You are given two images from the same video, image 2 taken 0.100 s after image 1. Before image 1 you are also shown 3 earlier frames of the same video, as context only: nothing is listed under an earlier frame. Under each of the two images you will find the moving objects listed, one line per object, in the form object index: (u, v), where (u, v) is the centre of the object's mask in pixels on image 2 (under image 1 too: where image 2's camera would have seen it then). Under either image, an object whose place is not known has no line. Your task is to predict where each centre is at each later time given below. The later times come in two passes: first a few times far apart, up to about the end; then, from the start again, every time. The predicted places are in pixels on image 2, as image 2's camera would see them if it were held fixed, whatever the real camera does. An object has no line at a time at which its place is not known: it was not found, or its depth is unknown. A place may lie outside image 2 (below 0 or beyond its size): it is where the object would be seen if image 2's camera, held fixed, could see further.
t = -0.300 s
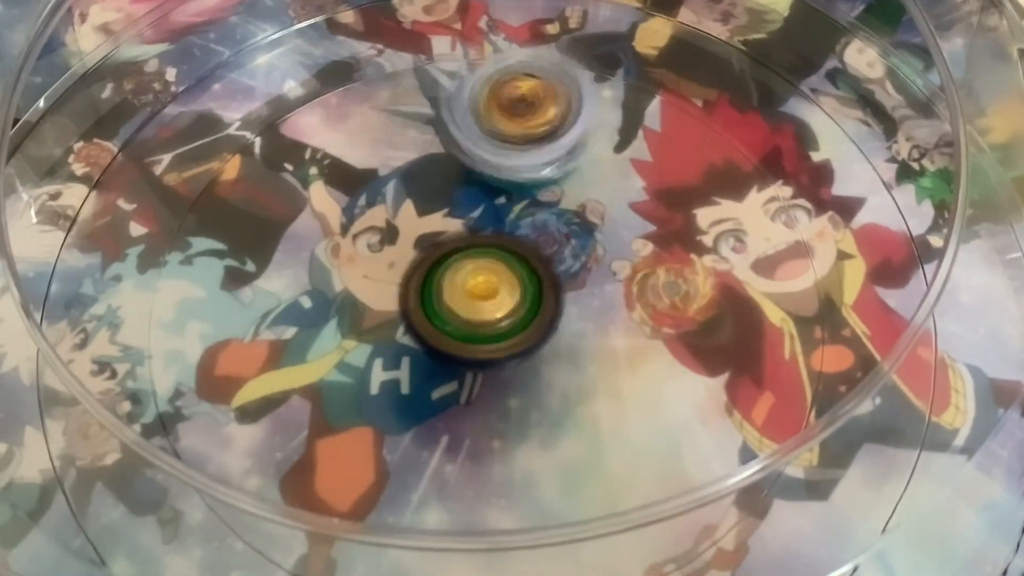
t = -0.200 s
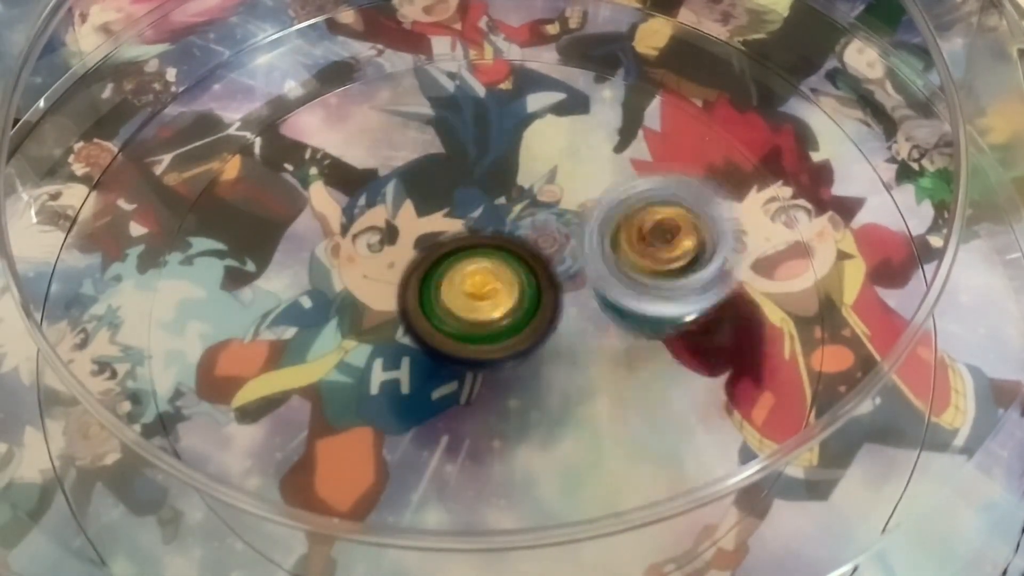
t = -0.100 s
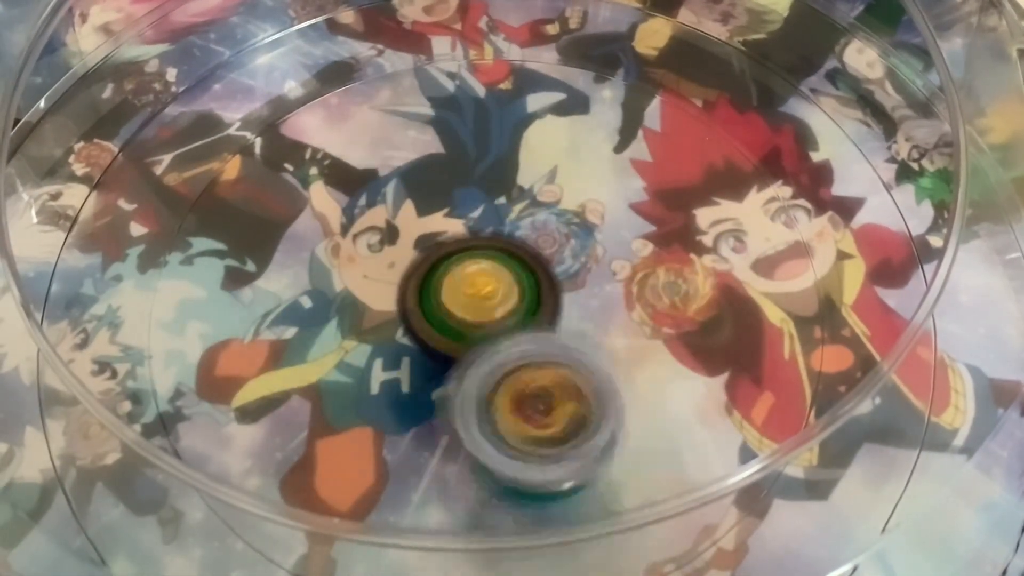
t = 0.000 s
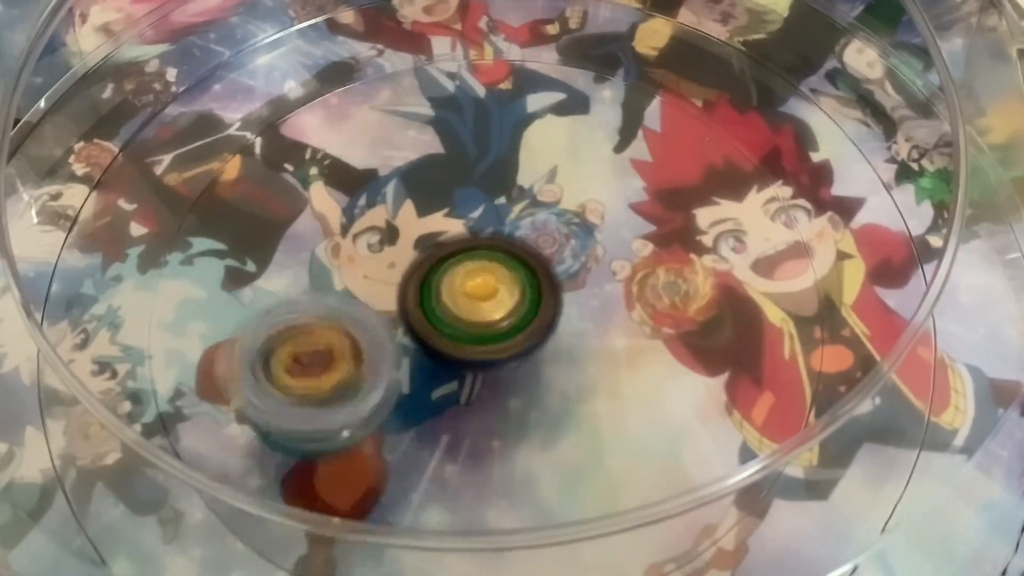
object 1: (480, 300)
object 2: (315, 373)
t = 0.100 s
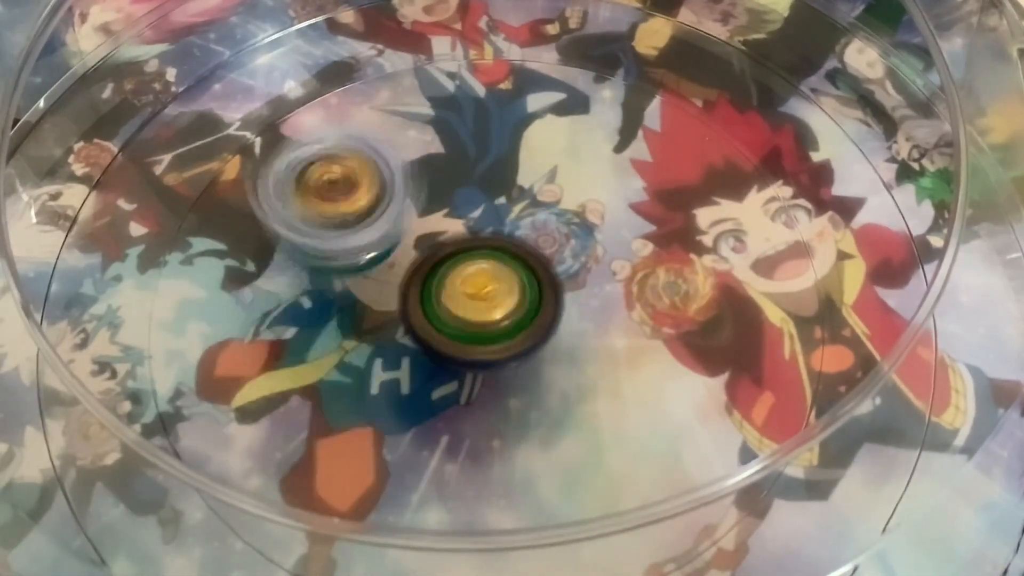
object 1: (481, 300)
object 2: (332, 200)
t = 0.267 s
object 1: (480, 301)
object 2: (654, 218)
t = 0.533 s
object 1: (479, 300)
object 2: (303, 267)
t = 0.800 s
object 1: (476, 299)
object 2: (638, 317)
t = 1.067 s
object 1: (501, 291)
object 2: (338, 199)
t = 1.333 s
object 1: (492, 303)
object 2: (575, 169)
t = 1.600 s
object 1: (442, 314)
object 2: (635, 371)
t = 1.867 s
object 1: (452, 276)
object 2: (387, 400)
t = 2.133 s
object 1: (505, 243)
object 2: (331, 236)
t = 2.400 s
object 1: (811, 244)
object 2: (216, 159)
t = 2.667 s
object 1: (912, 274)
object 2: (298, 242)
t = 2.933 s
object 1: (893, 265)
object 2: (566, 313)
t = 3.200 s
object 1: (857, 265)
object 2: (565, 262)
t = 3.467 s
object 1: (730, 332)
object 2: (383, 257)
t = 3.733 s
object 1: (335, 377)
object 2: (249, 261)
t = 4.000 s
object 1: (405, 287)
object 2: (188, 258)
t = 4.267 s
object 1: (547, 259)
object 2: (385, 327)
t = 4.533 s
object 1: (592, 254)
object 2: (502, 376)
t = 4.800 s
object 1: (504, 222)
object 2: (478, 358)
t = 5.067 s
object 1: (415, 226)
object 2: (474, 333)
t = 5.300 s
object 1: (382, 268)
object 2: (511, 292)
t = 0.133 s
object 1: (480, 301)
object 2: (400, 161)
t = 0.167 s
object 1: (480, 301)
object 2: (465, 147)
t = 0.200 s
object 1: (479, 302)
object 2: (517, 140)
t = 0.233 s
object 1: (481, 301)
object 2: (600, 173)
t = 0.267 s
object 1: (480, 301)
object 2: (654, 218)
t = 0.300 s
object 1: (482, 300)
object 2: (675, 273)
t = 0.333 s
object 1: (480, 300)
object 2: (661, 334)
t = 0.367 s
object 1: (479, 299)
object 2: (593, 392)
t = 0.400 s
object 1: (478, 293)
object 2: (520, 413)
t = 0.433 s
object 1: (483, 292)
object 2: (443, 412)
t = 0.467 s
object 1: (485, 296)
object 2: (374, 381)
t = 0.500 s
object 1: (482, 300)
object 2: (325, 330)
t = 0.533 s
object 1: (479, 300)
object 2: (303, 267)
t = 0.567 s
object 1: (478, 300)
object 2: (316, 211)
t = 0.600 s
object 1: (479, 300)
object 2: (362, 163)
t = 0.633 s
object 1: (479, 300)
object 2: (424, 134)
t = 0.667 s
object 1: (480, 300)
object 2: (485, 133)
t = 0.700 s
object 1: (478, 299)
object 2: (555, 160)
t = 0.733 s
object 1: (479, 300)
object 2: (607, 201)
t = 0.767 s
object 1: (480, 298)
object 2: (635, 258)
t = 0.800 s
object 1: (476, 299)
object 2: (638, 317)
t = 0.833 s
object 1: (476, 297)
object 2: (603, 371)
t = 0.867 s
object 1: (477, 295)
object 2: (542, 414)
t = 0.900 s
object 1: (480, 297)
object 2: (463, 430)
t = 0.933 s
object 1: (482, 297)
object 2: (393, 409)
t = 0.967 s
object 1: (482, 298)
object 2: (341, 364)
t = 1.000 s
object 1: (482, 300)
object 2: (322, 305)
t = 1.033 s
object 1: (492, 294)
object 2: (315, 247)
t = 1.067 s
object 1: (501, 291)
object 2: (338, 199)
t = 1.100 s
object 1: (503, 290)
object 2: (364, 175)
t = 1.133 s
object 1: (505, 290)
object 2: (393, 160)
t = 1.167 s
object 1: (504, 291)
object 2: (420, 143)
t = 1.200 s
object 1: (503, 291)
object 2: (451, 138)
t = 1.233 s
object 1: (501, 291)
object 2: (481, 138)
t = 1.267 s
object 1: (498, 294)
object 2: (509, 140)
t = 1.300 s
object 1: (495, 298)
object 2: (540, 153)
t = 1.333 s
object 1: (492, 303)
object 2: (575, 169)
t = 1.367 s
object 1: (491, 306)
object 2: (602, 187)
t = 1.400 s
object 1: (489, 309)
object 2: (618, 209)
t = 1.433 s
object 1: (488, 311)
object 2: (633, 235)
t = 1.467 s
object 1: (486, 312)
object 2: (639, 266)
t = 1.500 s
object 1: (483, 313)
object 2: (639, 292)
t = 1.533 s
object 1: (470, 312)
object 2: (648, 322)
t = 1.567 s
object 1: (453, 313)
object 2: (646, 343)
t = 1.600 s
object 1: (442, 314)
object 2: (635, 371)
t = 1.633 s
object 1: (436, 313)
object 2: (616, 391)
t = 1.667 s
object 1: (433, 312)
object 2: (587, 417)
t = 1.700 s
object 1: (432, 311)
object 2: (547, 428)
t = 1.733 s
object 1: (432, 308)
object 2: (510, 433)
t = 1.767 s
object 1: (434, 301)
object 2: (472, 426)
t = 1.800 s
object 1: (440, 295)
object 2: (439, 415)
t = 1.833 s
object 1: (447, 286)
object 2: (413, 403)
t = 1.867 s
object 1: (452, 276)
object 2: (387, 400)
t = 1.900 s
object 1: (456, 266)
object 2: (371, 391)
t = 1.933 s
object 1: (462, 259)
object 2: (358, 378)
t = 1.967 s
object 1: (464, 244)
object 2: (342, 355)
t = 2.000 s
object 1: (469, 241)
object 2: (332, 330)
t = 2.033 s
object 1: (476, 241)
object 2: (328, 299)
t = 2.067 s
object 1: (481, 244)
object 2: (331, 273)
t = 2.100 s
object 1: (490, 244)
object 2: (331, 252)
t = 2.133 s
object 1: (505, 243)
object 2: (331, 236)
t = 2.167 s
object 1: (517, 244)
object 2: (340, 224)
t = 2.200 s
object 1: (524, 247)
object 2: (358, 207)
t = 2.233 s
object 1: (528, 250)
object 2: (382, 190)
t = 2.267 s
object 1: (561, 248)
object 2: (375, 182)
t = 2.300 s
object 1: (637, 249)
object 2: (312, 171)
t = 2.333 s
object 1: (702, 243)
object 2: (271, 162)
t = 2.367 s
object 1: (764, 247)
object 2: (240, 161)
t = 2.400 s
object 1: (811, 244)
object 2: (216, 159)
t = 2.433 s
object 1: (841, 248)
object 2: (208, 161)
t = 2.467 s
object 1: (864, 256)
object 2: (202, 167)
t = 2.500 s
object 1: (874, 260)
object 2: (206, 173)
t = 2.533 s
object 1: (899, 269)
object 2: (216, 184)
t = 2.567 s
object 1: (910, 273)
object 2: (229, 192)
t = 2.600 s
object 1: (915, 274)
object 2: (250, 208)
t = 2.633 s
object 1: (914, 274)
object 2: (272, 224)
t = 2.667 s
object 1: (912, 274)
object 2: (298, 242)
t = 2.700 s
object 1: (910, 273)
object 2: (328, 263)
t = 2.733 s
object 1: (908, 273)
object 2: (368, 285)
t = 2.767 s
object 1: (907, 272)
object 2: (406, 302)
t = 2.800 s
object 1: (905, 270)
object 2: (442, 313)
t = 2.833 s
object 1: (902, 269)
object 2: (479, 320)
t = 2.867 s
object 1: (899, 268)
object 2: (515, 322)
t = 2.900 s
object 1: (896, 266)
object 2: (543, 319)
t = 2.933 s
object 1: (893, 265)
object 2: (566, 313)
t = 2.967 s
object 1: (876, 260)
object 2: (578, 306)
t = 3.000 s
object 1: (874, 260)
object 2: (603, 300)
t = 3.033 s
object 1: (871, 261)
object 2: (602, 292)
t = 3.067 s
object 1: (869, 261)
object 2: (595, 283)
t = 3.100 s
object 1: (866, 262)
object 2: (590, 276)
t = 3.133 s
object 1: (864, 263)
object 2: (585, 272)
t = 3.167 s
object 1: (860, 264)
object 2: (575, 265)
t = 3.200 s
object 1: (857, 265)
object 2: (565, 262)
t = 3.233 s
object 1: (853, 267)
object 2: (550, 256)
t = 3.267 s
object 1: (850, 269)
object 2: (534, 255)
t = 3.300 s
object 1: (846, 272)
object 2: (512, 251)
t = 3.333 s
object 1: (841, 275)
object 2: (487, 250)
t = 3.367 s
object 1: (831, 282)
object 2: (462, 252)
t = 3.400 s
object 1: (808, 295)
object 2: (431, 253)
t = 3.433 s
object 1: (773, 312)
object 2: (407, 256)
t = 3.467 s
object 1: (730, 332)
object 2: (383, 257)
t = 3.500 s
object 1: (680, 355)
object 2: (360, 260)
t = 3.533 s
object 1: (619, 381)
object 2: (346, 265)
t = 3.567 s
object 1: (555, 400)
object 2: (331, 268)
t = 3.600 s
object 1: (487, 405)
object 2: (326, 274)
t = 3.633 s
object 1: (410, 396)
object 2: (321, 275)
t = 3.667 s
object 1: (366, 388)
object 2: (313, 256)
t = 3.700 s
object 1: (346, 386)
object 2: (282, 256)
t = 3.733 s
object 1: (335, 377)
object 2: (249, 261)
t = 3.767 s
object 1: (330, 367)
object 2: (209, 255)
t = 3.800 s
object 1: (326, 354)
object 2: (190, 259)
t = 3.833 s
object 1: (327, 339)
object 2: (184, 230)
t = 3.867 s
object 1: (335, 325)
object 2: (169, 243)
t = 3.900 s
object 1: (349, 315)
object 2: (160, 247)
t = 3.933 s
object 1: (366, 305)
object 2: (163, 252)
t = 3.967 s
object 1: (384, 294)
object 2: (171, 253)
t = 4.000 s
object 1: (405, 287)
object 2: (188, 258)
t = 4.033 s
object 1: (424, 283)
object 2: (210, 255)
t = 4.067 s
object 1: (445, 280)
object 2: (233, 256)
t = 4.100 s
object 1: (464, 275)
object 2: (249, 258)
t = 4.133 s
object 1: (479, 275)
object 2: (278, 270)
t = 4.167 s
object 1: (492, 275)
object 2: (312, 285)
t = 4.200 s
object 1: (504, 274)
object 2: (341, 295)
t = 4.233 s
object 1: (527, 265)
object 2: (360, 308)
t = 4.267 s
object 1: (547, 259)
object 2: (385, 327)
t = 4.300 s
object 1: (568, 260)
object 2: (411, 340)
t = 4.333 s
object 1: (582, 262)
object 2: (442, 347)
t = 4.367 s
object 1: (594, 266)
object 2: (466, 351)
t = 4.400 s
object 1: (598, 265)
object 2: (484, 358)
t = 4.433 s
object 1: (602, 259)
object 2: (487, 371)
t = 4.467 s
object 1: (601, 255)
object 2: (493, 376)
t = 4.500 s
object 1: (597, 254)
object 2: (499, 377)
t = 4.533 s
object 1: (592, 254)
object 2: (502, 376)
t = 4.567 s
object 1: (584, 253)
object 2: (500, 379)
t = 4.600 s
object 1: (575, 244)
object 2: (495, 386)
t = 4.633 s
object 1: (565, 238)
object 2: (493, 386)
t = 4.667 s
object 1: (556, 234)
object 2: (490, 381)
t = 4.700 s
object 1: (545, 231)
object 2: (486, 374)
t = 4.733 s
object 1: (532, 229)
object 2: (481, 363)
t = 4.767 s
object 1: (520, 227)
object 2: (480, 352)
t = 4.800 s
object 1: (504, 222)
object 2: (478, 358)
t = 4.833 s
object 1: (489, 217)
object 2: (475, 364)
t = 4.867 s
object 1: (475, 215)
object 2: (474, 368)
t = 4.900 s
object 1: (462, 212)
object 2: (474, 368)
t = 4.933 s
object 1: (449, 213)
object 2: (473, 365)
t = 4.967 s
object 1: (439, 214)
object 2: (474, 359)
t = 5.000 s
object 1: (429, 218)
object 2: (473, 353)
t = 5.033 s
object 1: (421, 220)
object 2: (472, 346)
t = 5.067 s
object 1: (415, 226)
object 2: (474, 333)
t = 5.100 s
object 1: (409, 235)
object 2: (479, 324)
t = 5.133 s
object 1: (403, 237)
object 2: (486, 328)
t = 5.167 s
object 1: (392, 237)
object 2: (500, 328)
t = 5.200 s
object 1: (385, 241)
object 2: (507, 327)
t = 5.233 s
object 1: (381, 249)
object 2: (513, 313)
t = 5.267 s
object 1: (380, 259)
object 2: (515, 305)
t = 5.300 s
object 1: (382, 268)
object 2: (511, 292)
